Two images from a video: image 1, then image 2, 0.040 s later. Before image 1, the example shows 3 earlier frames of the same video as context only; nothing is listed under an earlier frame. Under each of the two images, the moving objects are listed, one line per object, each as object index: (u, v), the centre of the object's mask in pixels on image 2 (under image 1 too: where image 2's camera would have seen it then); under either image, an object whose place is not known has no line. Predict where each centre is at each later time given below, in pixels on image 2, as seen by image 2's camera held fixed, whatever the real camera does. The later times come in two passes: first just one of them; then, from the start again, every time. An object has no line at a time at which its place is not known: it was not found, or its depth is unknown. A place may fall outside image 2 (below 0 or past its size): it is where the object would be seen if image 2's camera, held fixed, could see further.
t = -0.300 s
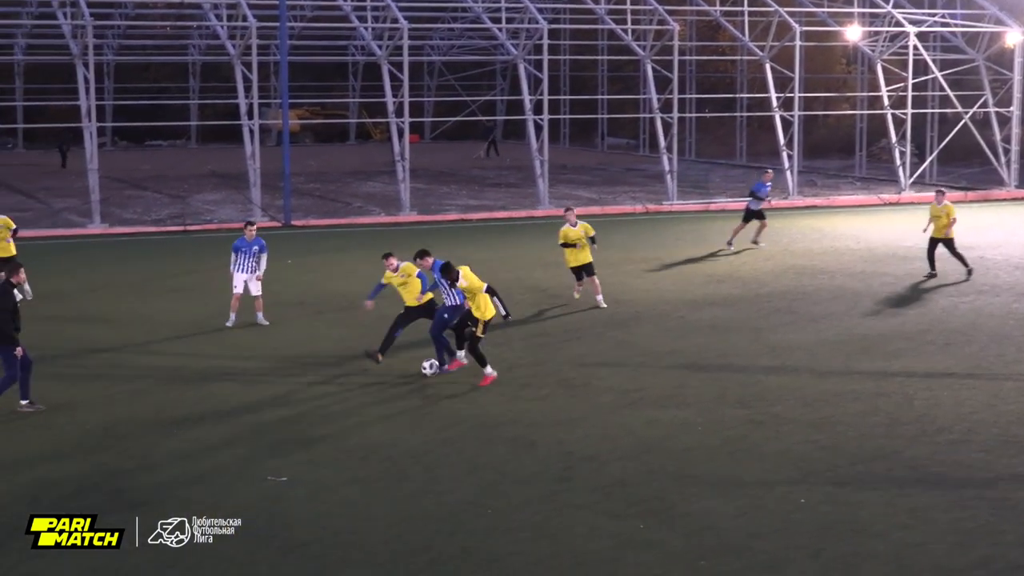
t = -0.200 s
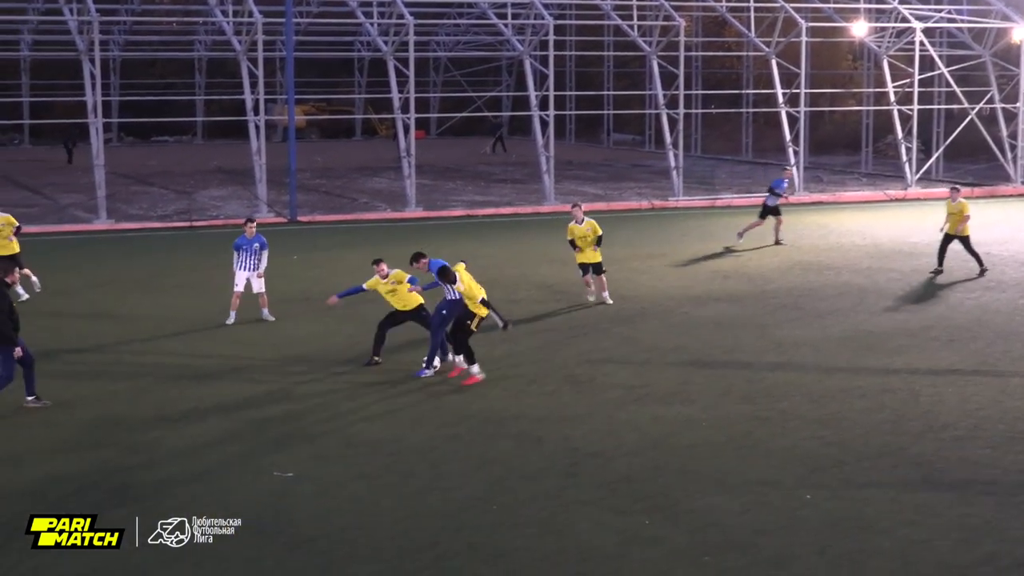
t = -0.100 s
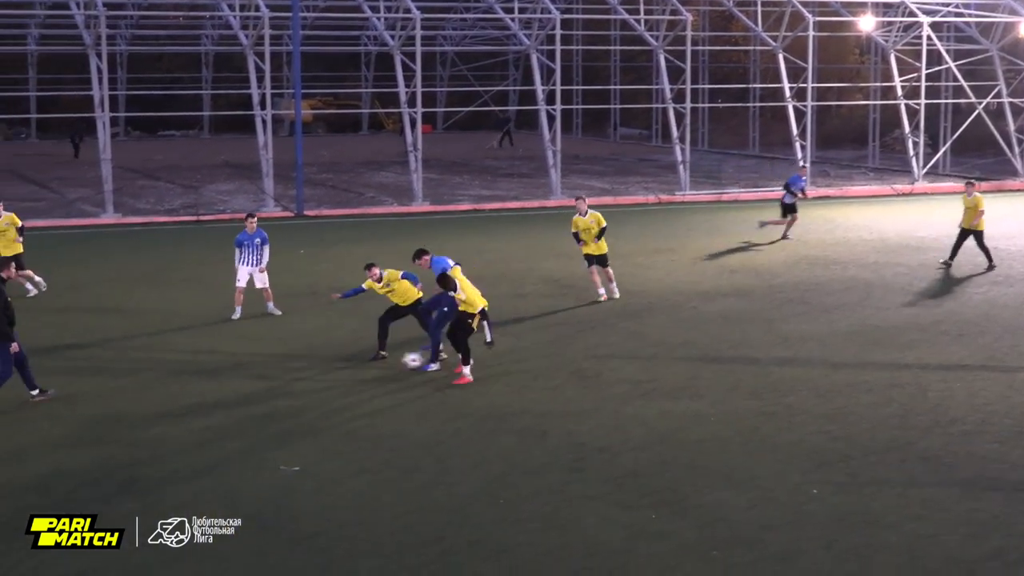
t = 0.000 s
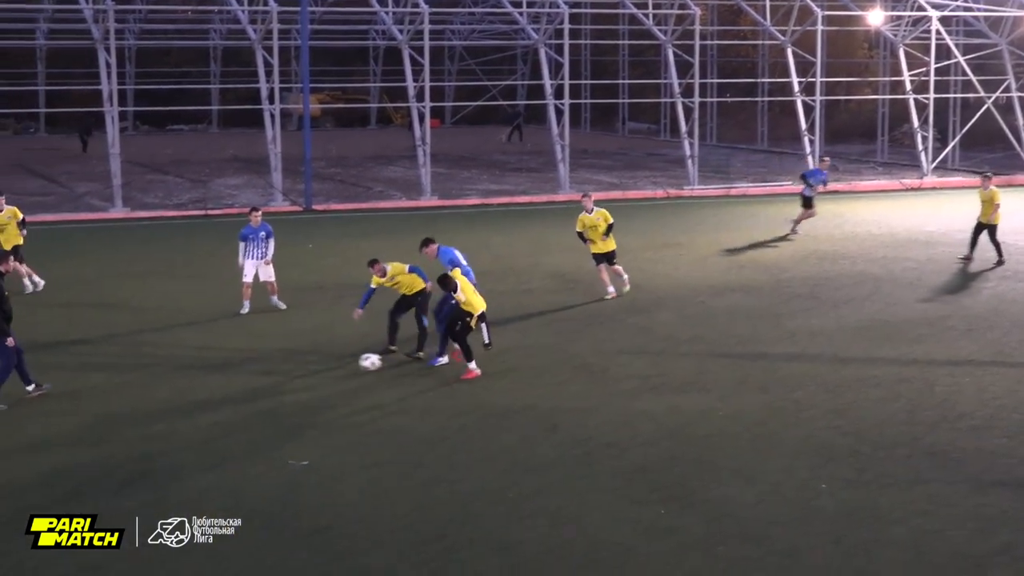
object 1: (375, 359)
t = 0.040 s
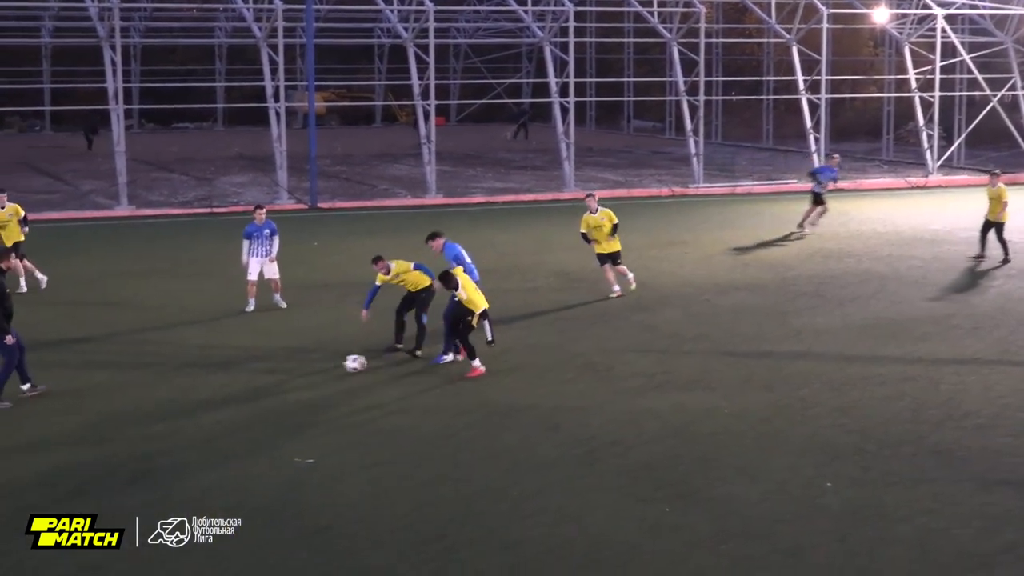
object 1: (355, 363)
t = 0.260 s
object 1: (247, 378)
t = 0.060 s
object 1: (343, 365)
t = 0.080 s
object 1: (334, 366)
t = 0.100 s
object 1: (323, 368)
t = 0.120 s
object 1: (313, 369)
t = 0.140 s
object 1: (304, 371)
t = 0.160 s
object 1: (294, 372)
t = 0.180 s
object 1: (284, 373)
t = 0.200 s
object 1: (275, 375)
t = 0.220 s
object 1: (265, 377)
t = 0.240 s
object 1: (256, 377)
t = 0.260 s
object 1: (247, 378)
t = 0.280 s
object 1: (240, 379)
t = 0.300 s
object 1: (233, 381)
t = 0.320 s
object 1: (225, 382)
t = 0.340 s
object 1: (218, 382)
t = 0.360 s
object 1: (211, 382)
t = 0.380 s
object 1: (205, 382)
